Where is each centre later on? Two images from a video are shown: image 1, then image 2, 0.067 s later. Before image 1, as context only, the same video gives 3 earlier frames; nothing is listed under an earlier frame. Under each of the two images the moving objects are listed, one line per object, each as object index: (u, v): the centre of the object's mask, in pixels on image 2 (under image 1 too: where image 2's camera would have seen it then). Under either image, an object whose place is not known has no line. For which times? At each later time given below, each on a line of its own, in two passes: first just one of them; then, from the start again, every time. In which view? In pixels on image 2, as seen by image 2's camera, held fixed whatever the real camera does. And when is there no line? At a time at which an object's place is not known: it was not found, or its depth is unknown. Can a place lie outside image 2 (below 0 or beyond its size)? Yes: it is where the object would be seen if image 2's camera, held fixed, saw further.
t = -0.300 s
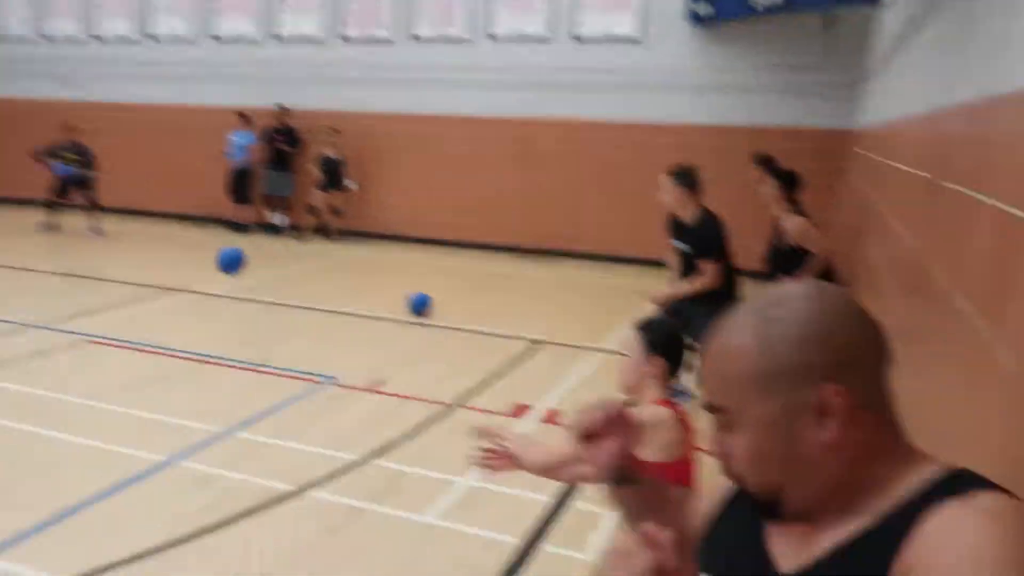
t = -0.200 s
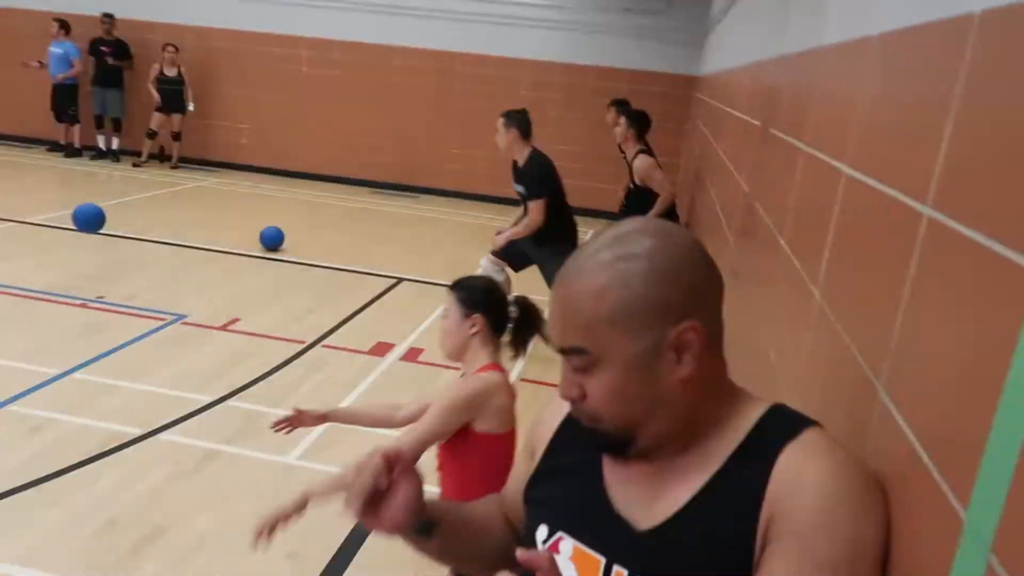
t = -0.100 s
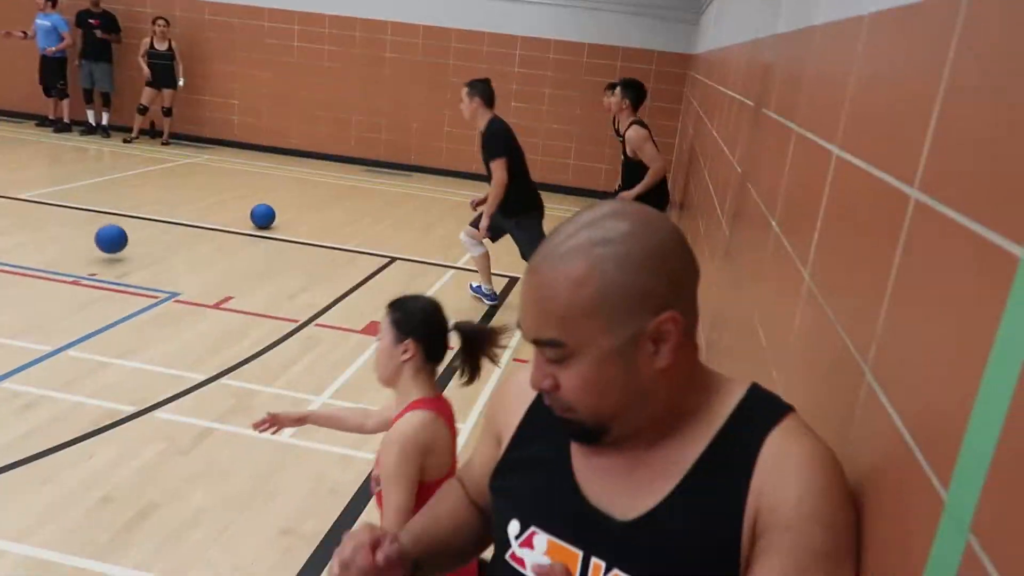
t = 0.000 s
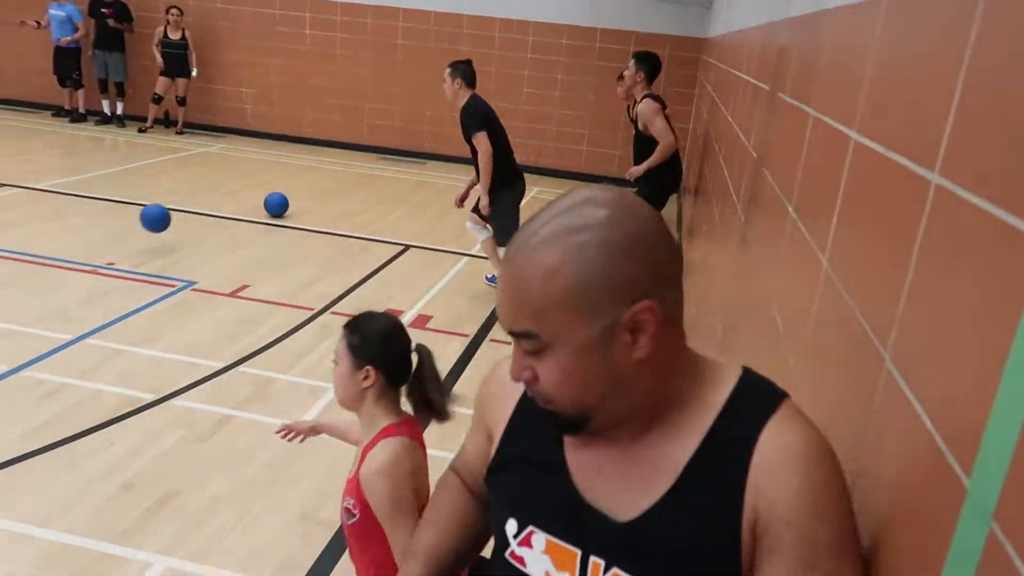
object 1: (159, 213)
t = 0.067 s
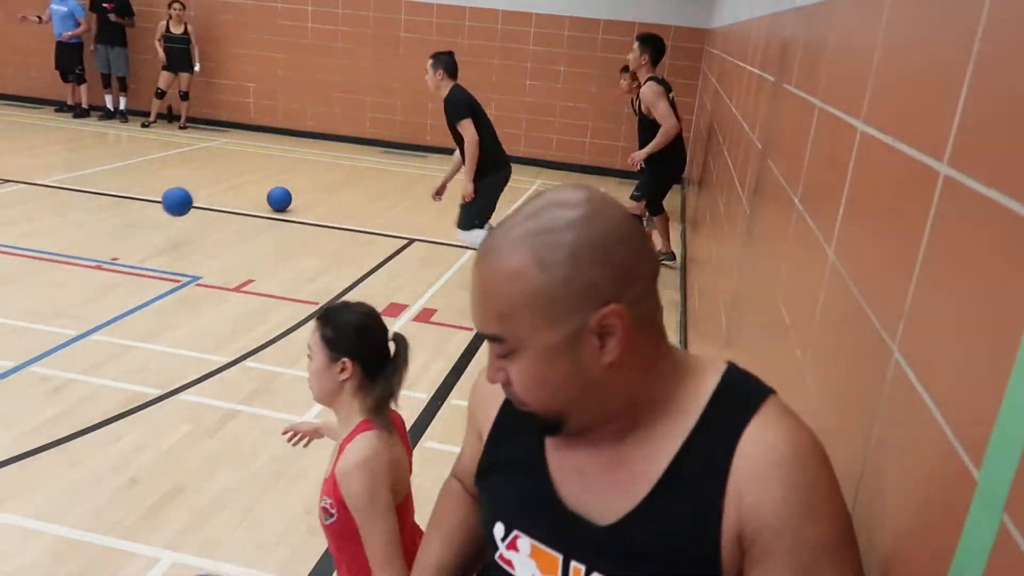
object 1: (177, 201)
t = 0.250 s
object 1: (226, 200)
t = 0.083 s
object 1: (181, 199)
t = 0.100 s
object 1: (186, 198)
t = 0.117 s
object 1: (190, 197)
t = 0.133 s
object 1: (195, 196)
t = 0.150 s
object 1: (200, 195)
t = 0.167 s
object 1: (204, 195)
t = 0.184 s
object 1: (209, 195)
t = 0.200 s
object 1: (213, 196)
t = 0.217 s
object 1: (218, 197)
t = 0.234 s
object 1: (222, 198)
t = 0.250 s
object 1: (226, 200)
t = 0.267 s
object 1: (231, 202)
